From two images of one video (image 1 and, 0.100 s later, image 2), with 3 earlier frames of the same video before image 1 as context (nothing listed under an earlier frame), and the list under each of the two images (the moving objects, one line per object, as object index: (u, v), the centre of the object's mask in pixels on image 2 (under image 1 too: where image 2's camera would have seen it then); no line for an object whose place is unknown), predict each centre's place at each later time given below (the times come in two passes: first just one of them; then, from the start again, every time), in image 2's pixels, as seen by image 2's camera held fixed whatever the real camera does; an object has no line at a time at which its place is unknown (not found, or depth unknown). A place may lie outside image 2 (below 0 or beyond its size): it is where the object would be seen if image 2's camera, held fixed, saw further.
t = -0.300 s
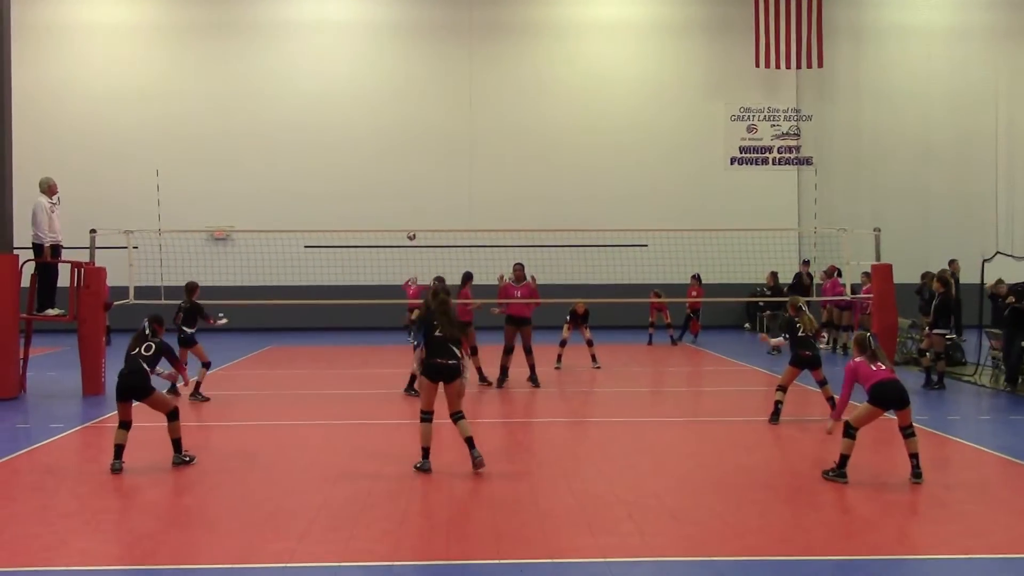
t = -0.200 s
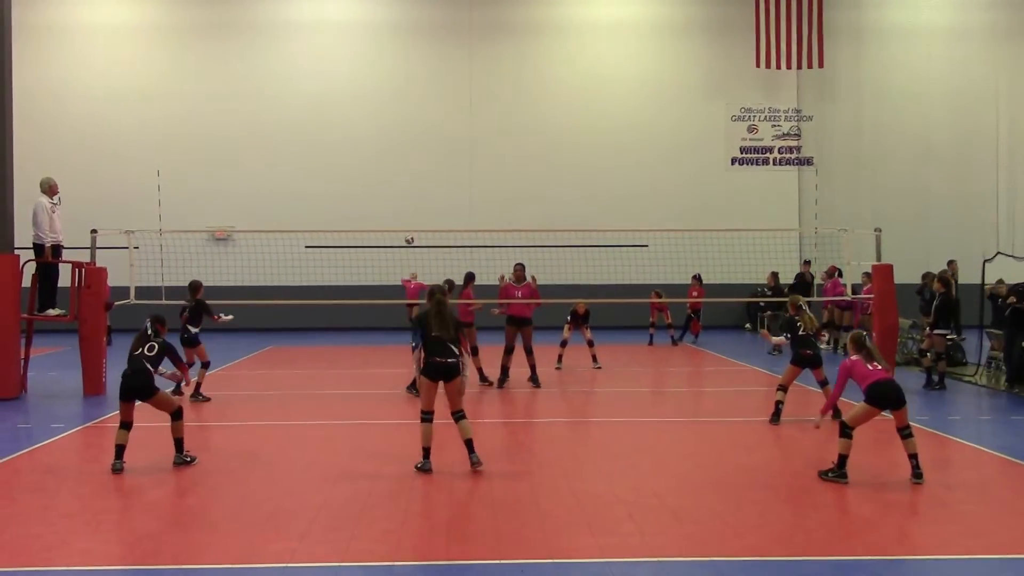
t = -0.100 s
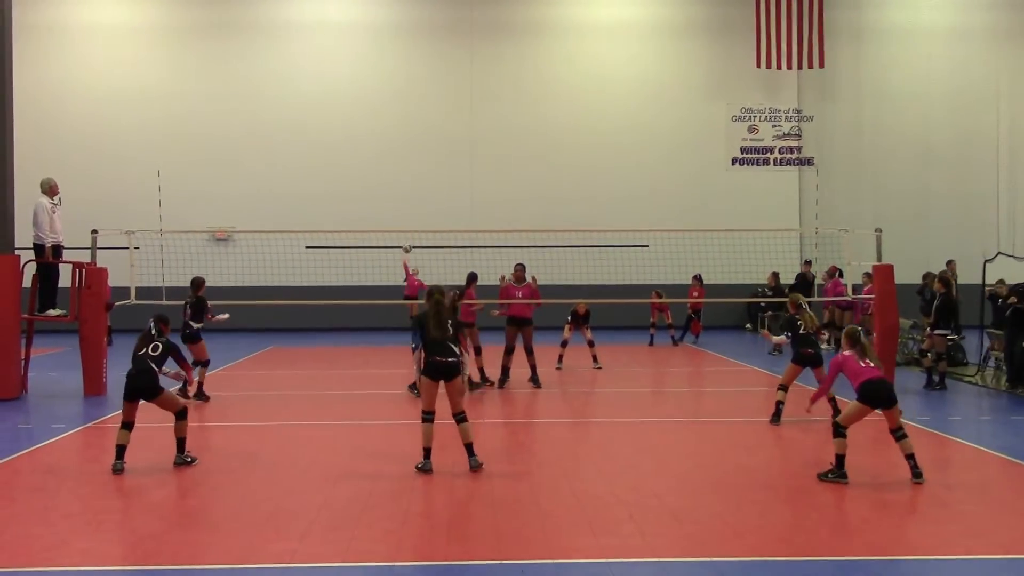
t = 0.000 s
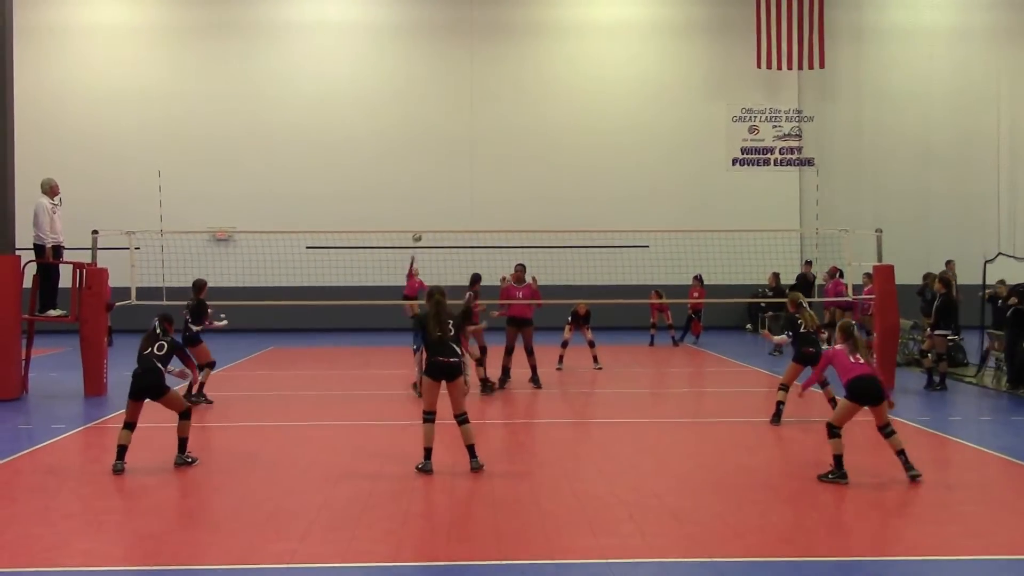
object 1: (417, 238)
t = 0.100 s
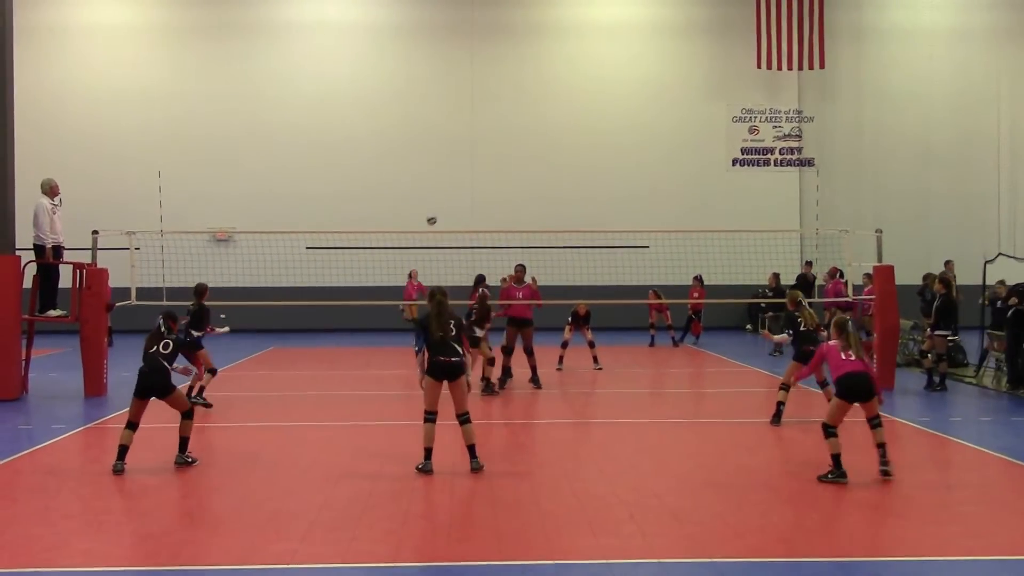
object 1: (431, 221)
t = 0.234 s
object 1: (450, 201)
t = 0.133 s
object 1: (436, 215)
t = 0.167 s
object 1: (441, 210)
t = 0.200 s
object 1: (445, 205)
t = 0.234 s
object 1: (450, 201)
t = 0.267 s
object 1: (456, 198)
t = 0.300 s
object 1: (461, 195)
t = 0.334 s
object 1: (466, 193)
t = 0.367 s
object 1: (471, 192)
